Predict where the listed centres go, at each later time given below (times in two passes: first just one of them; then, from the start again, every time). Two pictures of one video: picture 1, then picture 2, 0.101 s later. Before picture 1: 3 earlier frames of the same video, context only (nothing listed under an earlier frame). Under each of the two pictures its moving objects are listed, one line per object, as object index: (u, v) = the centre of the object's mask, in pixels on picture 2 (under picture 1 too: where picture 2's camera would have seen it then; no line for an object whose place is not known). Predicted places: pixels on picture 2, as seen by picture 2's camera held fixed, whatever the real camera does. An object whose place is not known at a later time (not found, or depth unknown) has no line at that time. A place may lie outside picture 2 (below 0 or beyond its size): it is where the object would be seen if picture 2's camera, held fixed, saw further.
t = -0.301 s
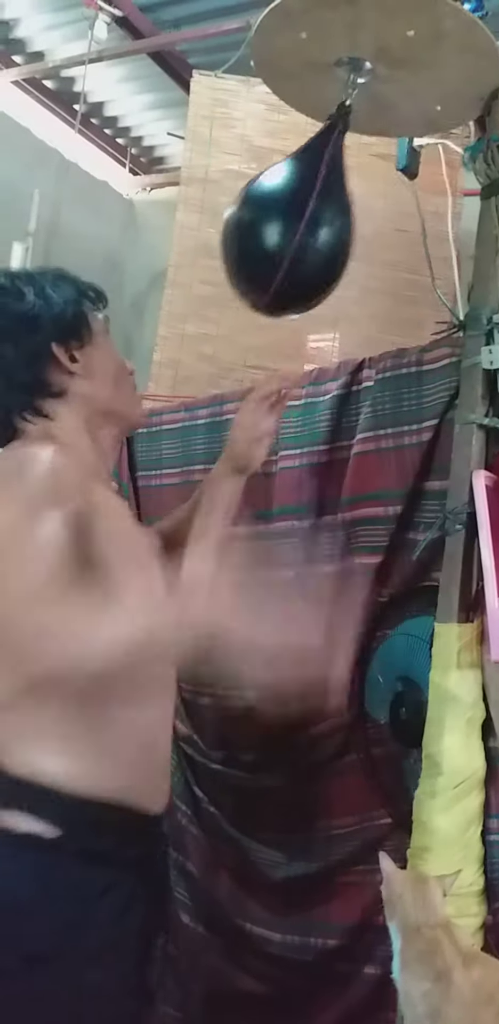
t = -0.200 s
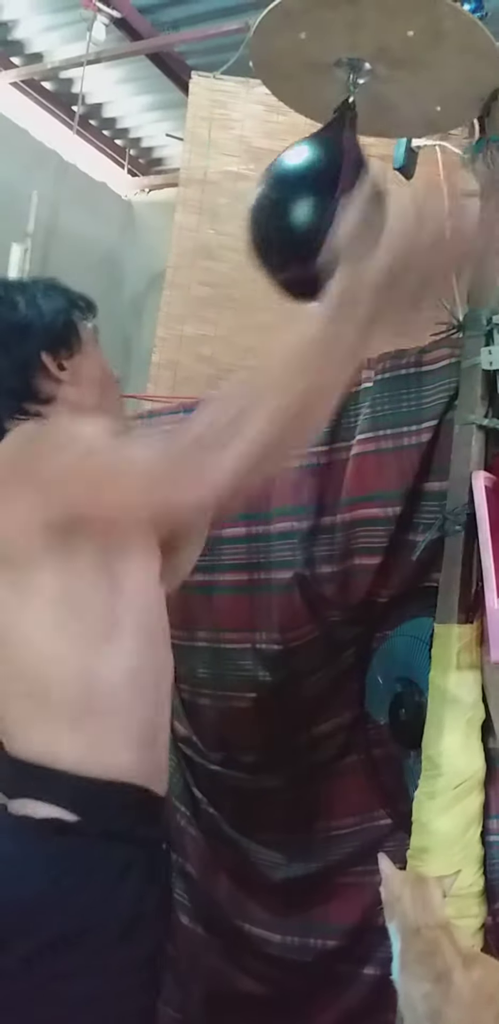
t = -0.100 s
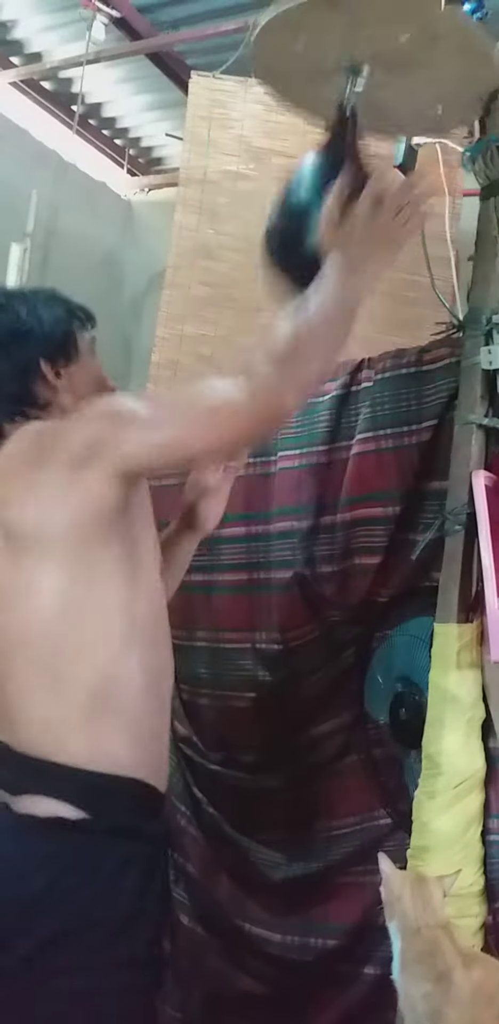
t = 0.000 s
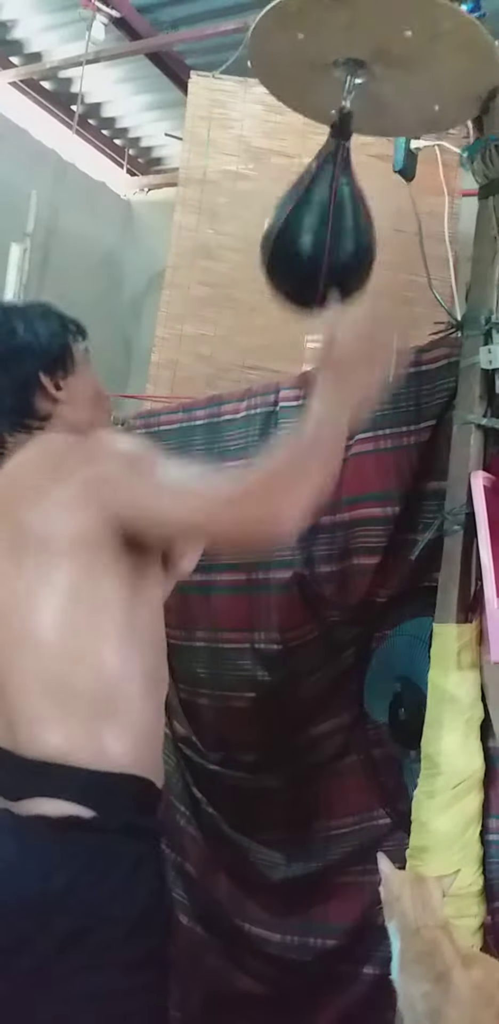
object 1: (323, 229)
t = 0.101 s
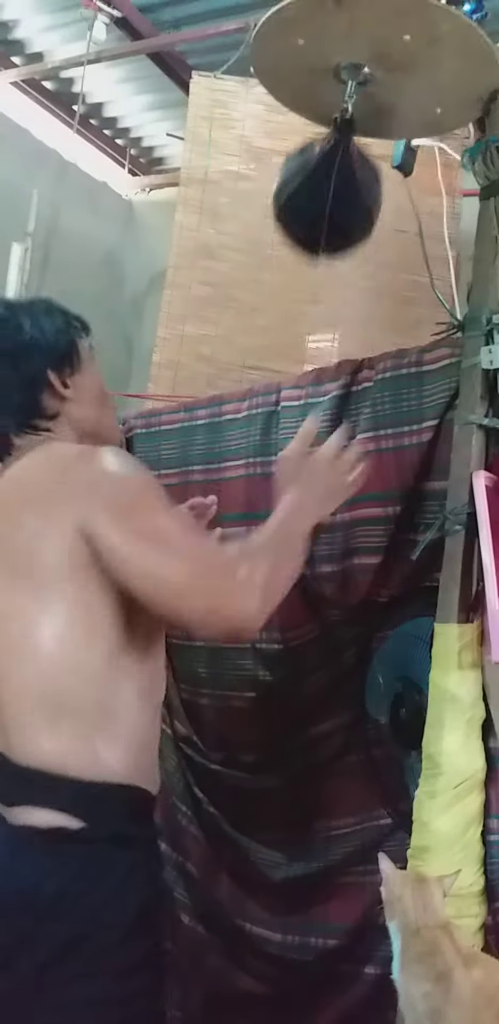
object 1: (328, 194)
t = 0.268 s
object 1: (323, 232)
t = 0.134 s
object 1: (330, 187)
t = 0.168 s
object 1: (328, 193)
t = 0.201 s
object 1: (326, 203)
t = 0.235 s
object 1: (324, 217)
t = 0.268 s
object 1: (323, 232)
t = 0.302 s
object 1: (323, 243)
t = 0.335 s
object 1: (325, 247)
